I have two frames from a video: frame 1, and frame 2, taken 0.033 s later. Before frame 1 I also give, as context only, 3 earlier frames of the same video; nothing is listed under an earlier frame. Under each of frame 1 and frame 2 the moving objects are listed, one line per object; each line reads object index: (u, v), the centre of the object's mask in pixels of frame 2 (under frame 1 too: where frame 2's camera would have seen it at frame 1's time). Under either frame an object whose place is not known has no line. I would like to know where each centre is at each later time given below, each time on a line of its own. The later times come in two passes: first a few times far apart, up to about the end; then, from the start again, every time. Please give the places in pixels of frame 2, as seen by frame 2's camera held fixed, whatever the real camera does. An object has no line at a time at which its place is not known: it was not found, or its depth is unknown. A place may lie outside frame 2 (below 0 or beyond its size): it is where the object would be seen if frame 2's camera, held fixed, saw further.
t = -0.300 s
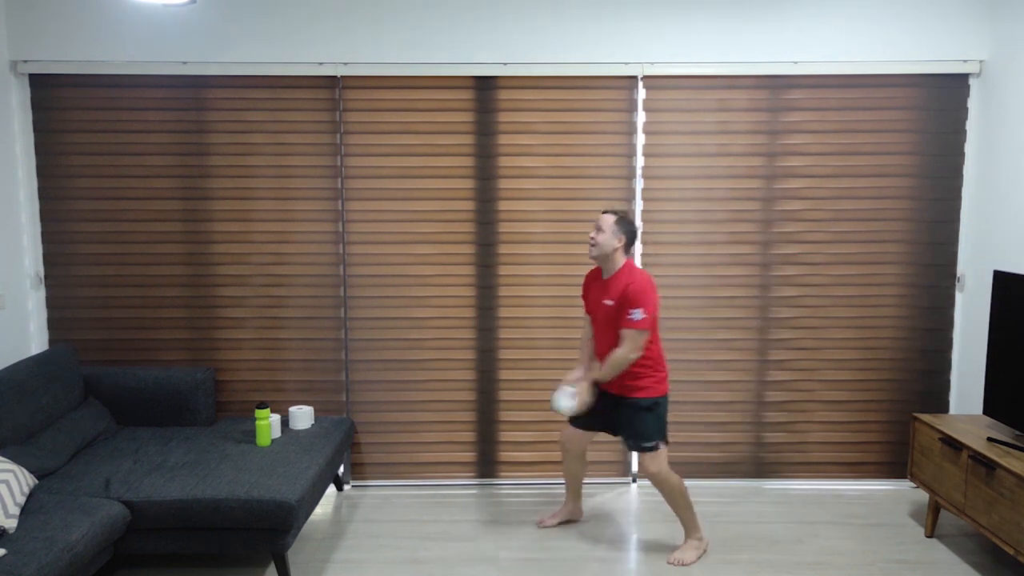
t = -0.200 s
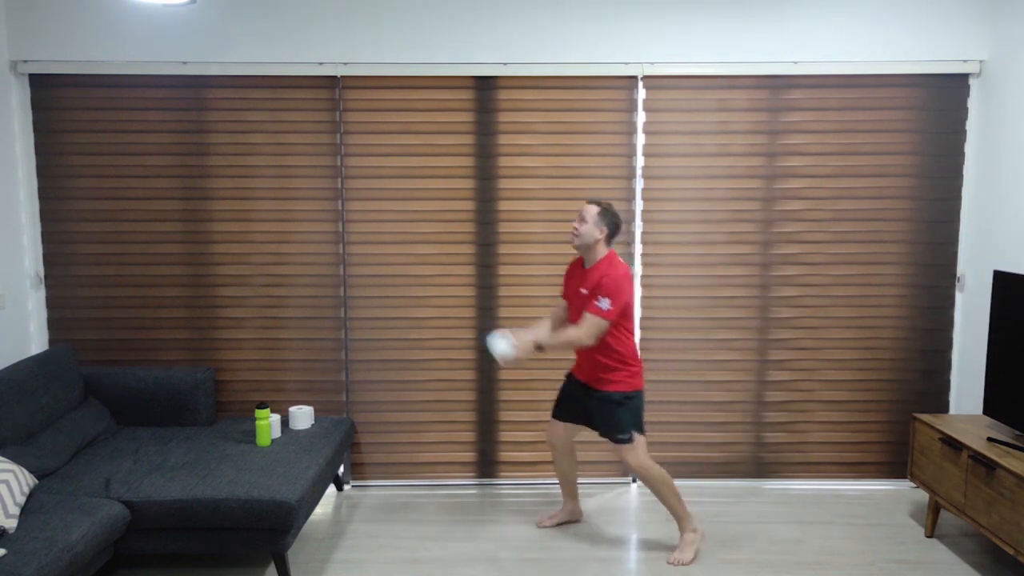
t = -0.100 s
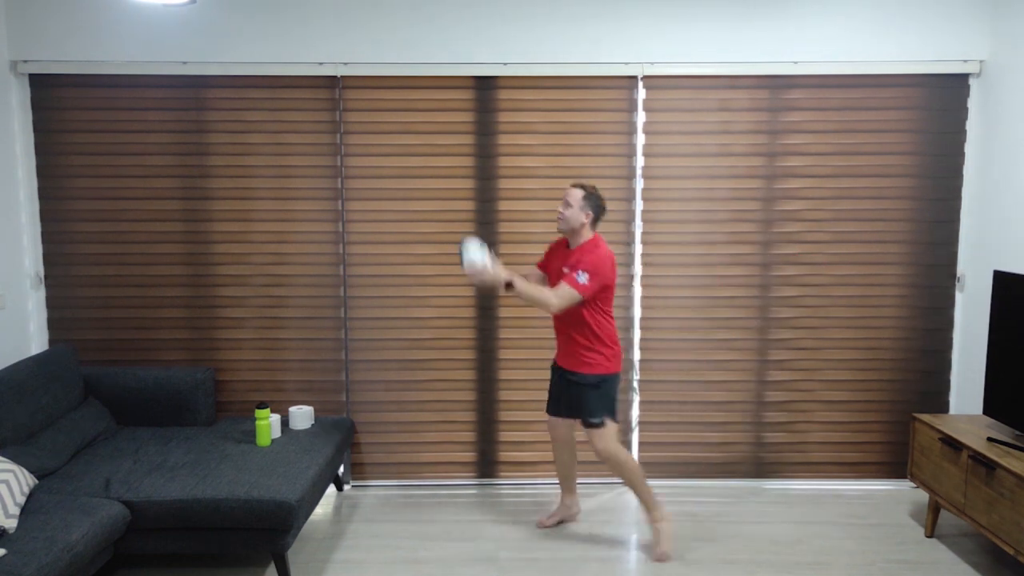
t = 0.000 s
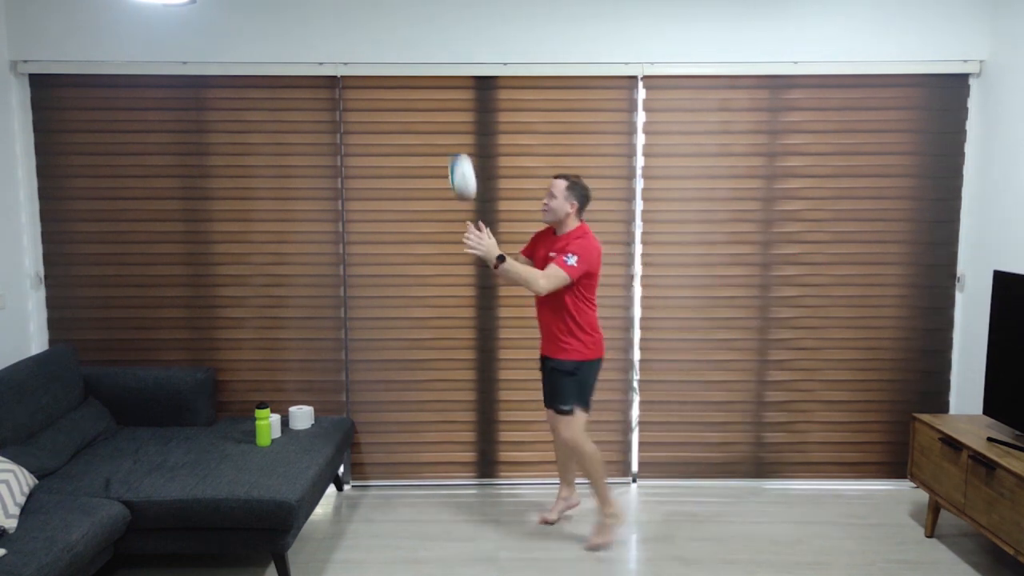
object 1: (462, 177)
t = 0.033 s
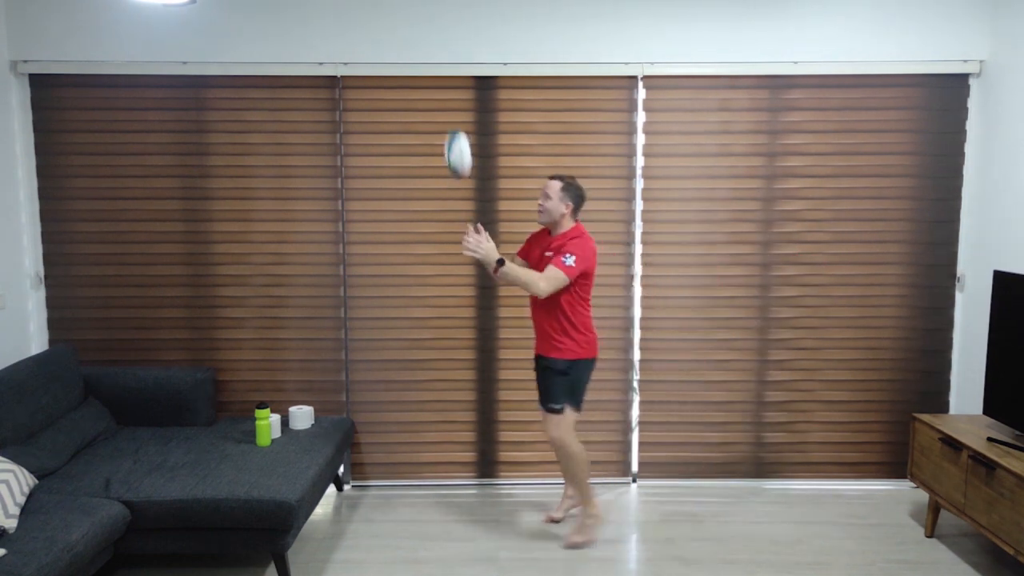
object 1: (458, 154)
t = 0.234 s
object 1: (426, 61)
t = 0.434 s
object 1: (399, 74)
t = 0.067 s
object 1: (453, 133)
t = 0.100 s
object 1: (449, 114)
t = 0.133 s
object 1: (444, 98)
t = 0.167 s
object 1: (440, 87)
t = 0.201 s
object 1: (436, 76)
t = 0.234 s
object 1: (426, 61)
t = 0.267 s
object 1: (421, 57)
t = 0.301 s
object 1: (417, 56)
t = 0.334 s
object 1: (412, 57)
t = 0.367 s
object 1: (408, 60)
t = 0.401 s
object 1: (404, 67)
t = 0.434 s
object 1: (399, 74)
